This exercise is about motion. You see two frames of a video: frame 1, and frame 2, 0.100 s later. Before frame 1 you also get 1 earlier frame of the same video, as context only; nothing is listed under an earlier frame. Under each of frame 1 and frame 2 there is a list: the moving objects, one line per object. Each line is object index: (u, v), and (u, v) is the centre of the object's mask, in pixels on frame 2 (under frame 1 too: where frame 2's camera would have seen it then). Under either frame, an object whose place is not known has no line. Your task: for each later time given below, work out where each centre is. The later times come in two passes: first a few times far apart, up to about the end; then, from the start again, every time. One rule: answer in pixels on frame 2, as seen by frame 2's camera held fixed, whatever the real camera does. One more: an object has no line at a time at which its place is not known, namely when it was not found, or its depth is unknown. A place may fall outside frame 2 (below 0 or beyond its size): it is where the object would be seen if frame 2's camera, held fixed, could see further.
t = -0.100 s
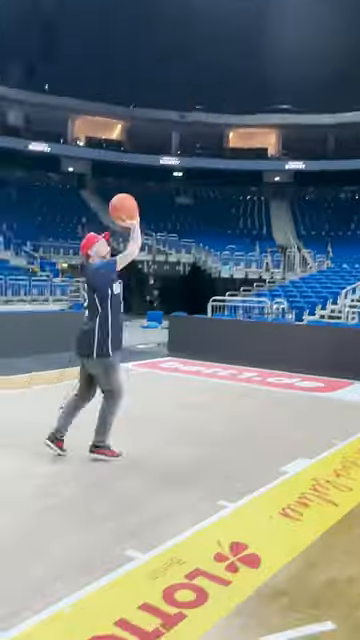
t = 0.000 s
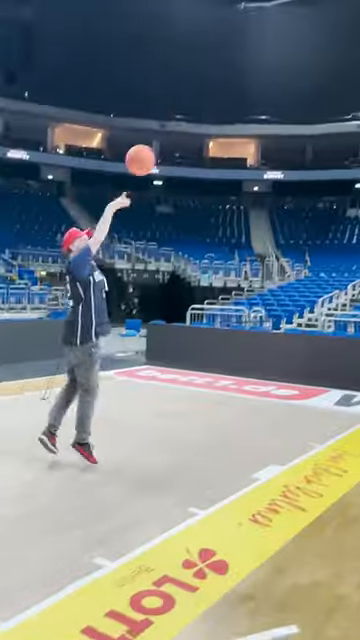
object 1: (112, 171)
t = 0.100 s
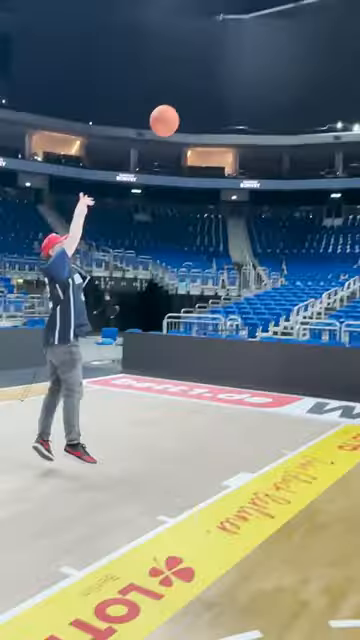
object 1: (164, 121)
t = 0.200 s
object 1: (211, 85)
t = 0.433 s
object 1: (323, 49)
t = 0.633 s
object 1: (421, 67)
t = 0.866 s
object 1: (531, 148)
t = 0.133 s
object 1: (181, 107)
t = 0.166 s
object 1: (196, 95)
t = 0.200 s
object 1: (211, 85)
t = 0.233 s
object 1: (227, 76)
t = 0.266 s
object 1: (241, 70)
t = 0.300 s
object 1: (259, 62)
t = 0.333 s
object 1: (276, 56)
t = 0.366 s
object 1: (294, 51)
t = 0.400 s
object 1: (308, 49)
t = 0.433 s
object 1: (323, 49)
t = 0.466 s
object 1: (339, 49)
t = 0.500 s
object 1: (355, 51)
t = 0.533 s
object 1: (371, 53)
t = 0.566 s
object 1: (389, 55)
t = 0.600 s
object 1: (404, 61)
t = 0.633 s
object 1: (421, 67)
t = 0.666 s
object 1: (438, 74)
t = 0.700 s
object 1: (453, 83)
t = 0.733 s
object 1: (468, 94)
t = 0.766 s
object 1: (483, 106)
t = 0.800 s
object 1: (501, 119)
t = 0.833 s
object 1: (513, 132)
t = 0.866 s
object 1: (531, 148)
